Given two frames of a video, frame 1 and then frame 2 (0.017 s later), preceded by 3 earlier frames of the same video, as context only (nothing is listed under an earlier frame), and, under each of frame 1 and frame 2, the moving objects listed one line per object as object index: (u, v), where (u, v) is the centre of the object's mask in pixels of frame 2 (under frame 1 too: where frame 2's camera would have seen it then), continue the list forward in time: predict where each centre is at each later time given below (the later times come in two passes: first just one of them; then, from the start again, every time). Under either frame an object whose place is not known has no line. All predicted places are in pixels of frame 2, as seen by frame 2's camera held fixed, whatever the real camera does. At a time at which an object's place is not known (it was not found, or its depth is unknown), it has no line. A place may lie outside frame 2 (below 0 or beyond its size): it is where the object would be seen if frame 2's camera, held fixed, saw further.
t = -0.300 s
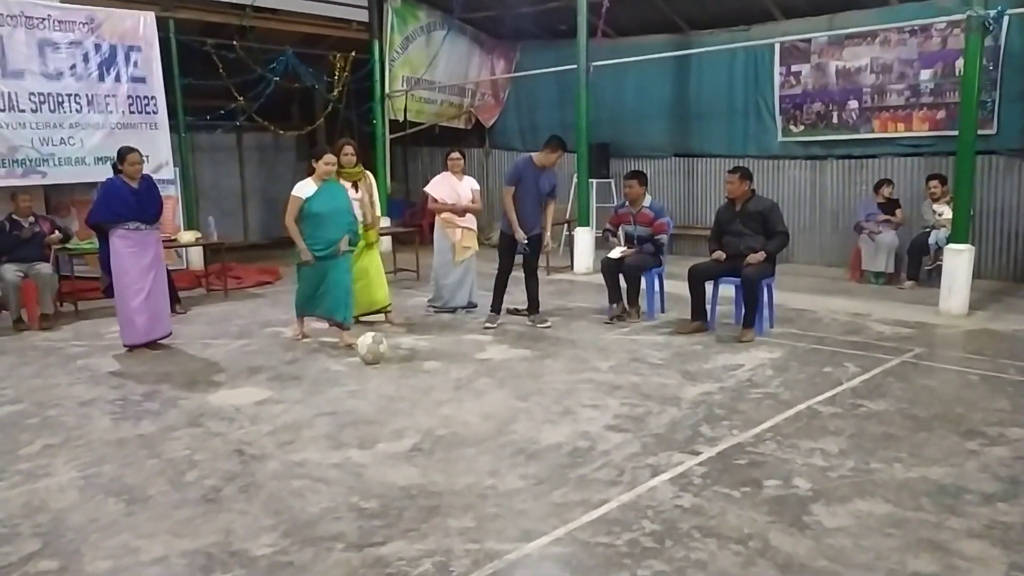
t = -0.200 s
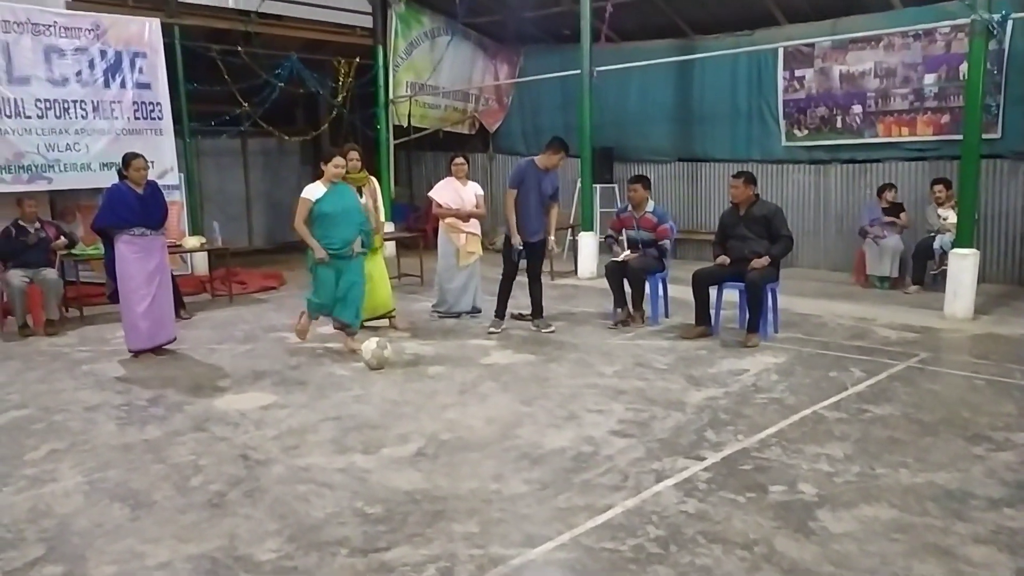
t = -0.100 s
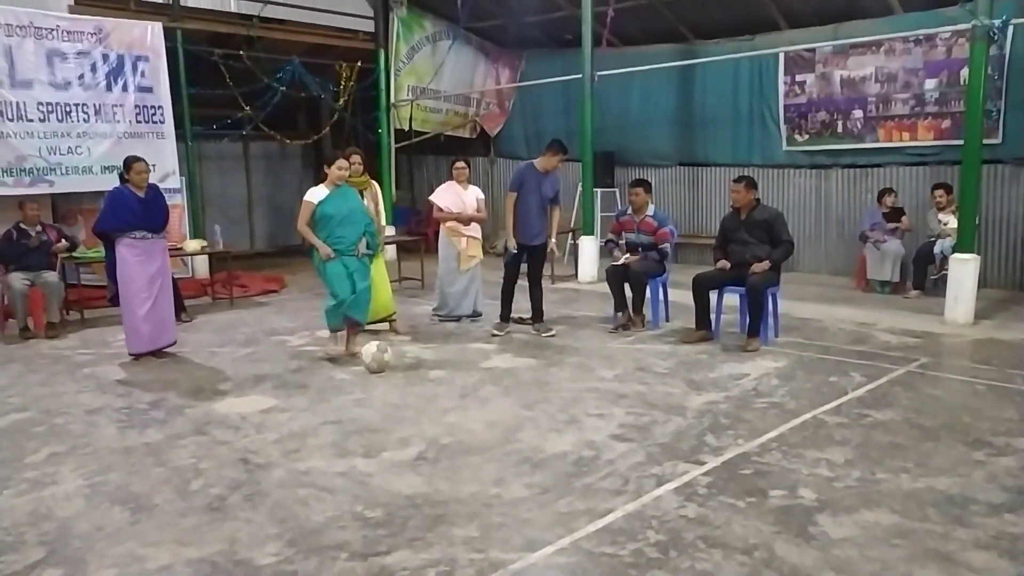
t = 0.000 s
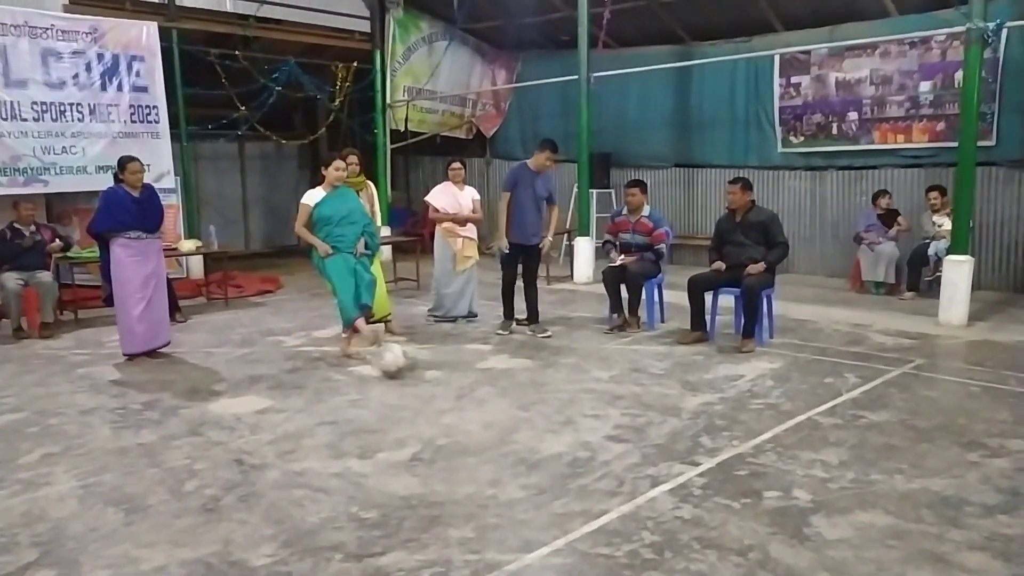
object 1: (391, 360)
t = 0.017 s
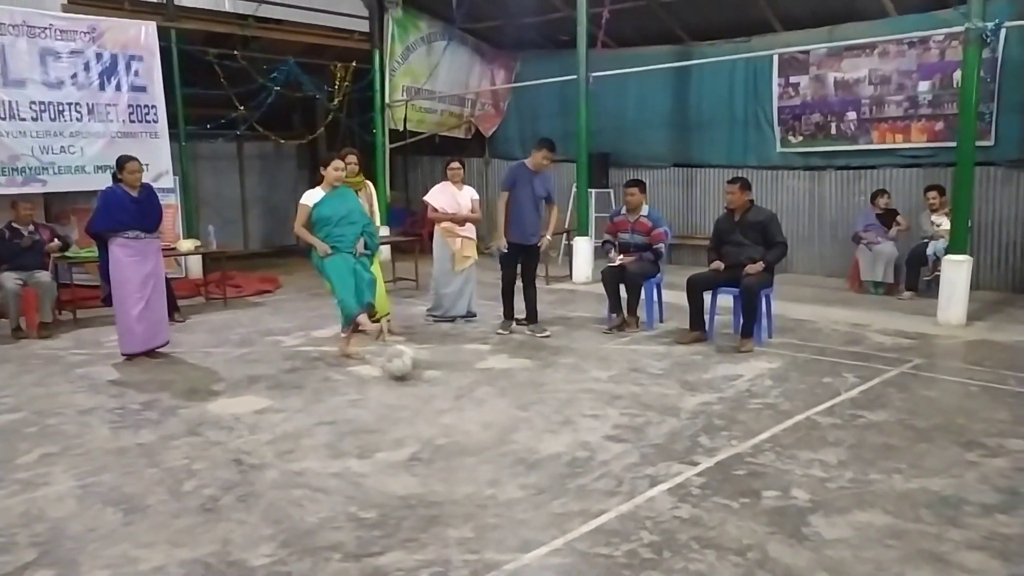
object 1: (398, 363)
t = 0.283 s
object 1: (551, 392)
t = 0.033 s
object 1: (407, 365)
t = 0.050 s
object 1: (417, 368)
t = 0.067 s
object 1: (427, 370)
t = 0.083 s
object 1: (435, 371)
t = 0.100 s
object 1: (443, 372)
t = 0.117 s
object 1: (453, 373)
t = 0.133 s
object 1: (463, 375)
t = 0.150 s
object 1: (470, 377)
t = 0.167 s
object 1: (483, 380)
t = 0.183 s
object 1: (492, 382)
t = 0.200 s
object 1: (503, 386)
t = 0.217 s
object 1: (511, 389)
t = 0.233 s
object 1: (521, 389)
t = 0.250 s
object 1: (530, 390)
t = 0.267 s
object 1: (538, 390)
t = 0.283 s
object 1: (551, 392)
